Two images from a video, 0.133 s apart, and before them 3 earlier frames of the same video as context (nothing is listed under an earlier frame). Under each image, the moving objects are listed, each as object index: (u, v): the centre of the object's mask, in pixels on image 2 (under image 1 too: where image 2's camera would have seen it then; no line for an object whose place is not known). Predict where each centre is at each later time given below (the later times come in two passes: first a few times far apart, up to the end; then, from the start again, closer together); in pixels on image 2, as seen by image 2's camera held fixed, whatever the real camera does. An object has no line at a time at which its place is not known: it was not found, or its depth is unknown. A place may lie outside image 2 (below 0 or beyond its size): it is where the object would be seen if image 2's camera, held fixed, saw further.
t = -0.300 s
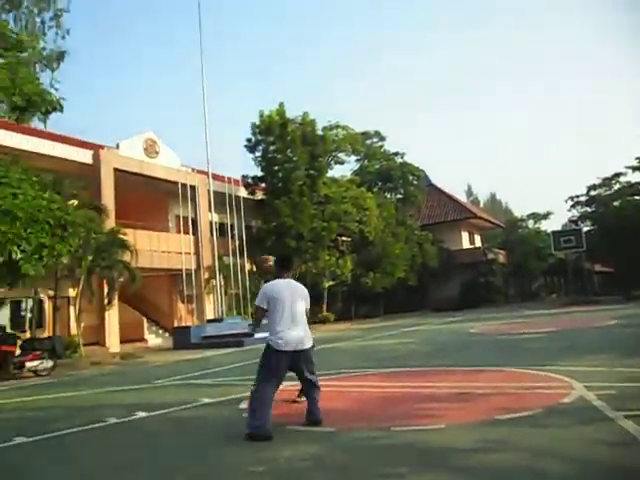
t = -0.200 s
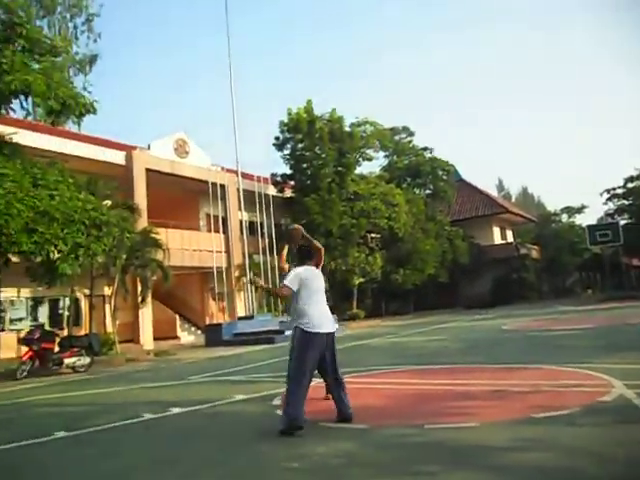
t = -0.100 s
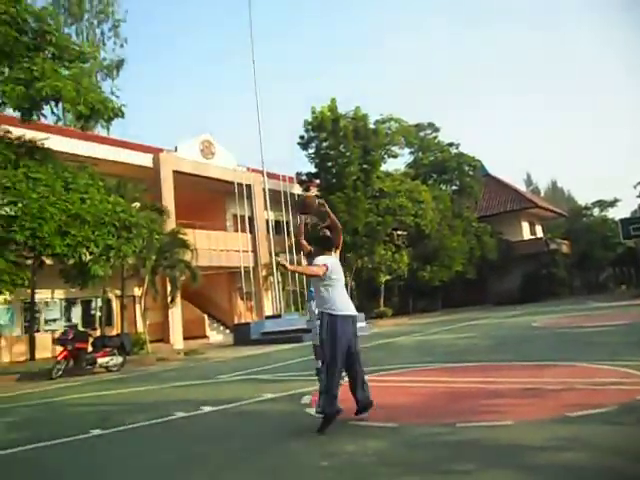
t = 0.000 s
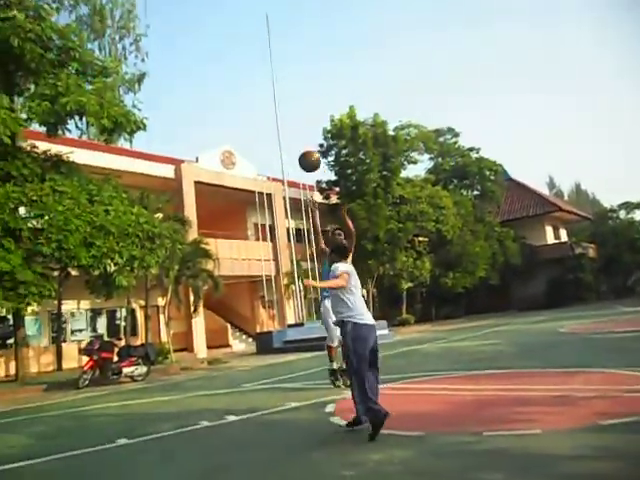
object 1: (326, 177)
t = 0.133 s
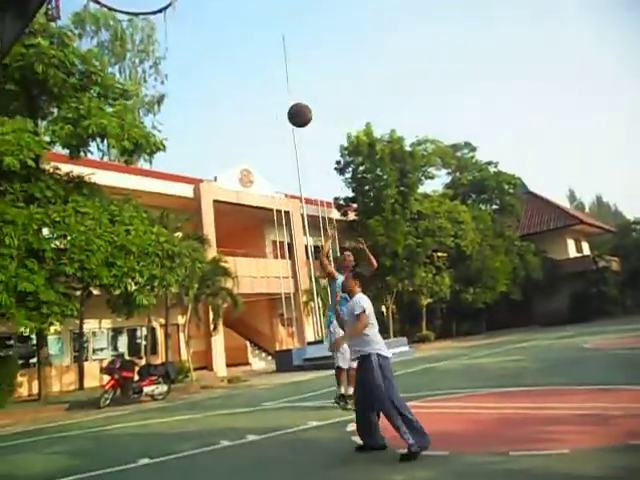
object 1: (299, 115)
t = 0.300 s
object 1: (265, 53)
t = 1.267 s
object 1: (363, 147)
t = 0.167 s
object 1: (293, 101)
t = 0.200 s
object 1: (286, 87)
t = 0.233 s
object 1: (279, 75)
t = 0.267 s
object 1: (272, 63)
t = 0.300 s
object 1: (265, 53)
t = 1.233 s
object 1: (351, 130)
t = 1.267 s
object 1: (363, 147)
